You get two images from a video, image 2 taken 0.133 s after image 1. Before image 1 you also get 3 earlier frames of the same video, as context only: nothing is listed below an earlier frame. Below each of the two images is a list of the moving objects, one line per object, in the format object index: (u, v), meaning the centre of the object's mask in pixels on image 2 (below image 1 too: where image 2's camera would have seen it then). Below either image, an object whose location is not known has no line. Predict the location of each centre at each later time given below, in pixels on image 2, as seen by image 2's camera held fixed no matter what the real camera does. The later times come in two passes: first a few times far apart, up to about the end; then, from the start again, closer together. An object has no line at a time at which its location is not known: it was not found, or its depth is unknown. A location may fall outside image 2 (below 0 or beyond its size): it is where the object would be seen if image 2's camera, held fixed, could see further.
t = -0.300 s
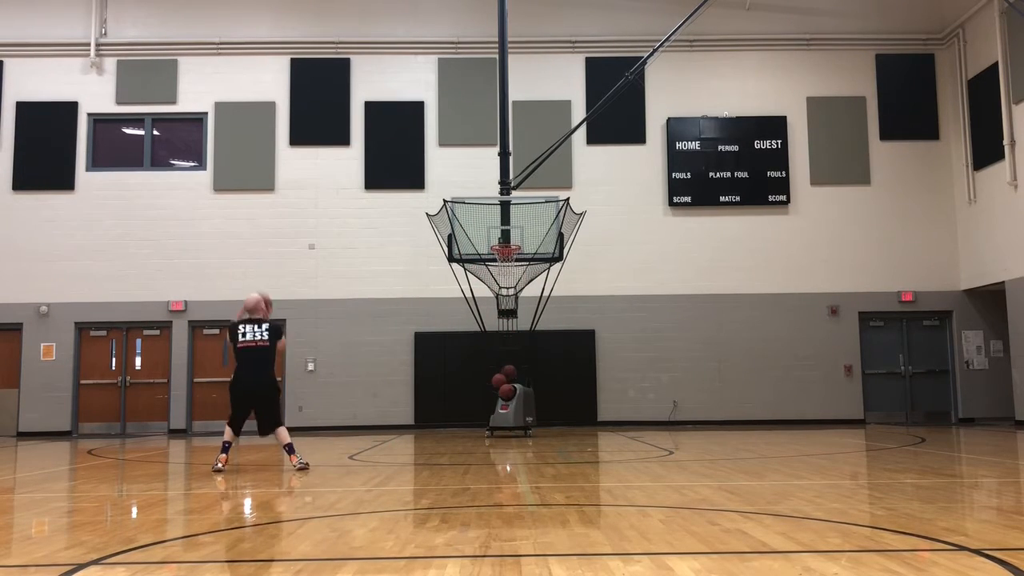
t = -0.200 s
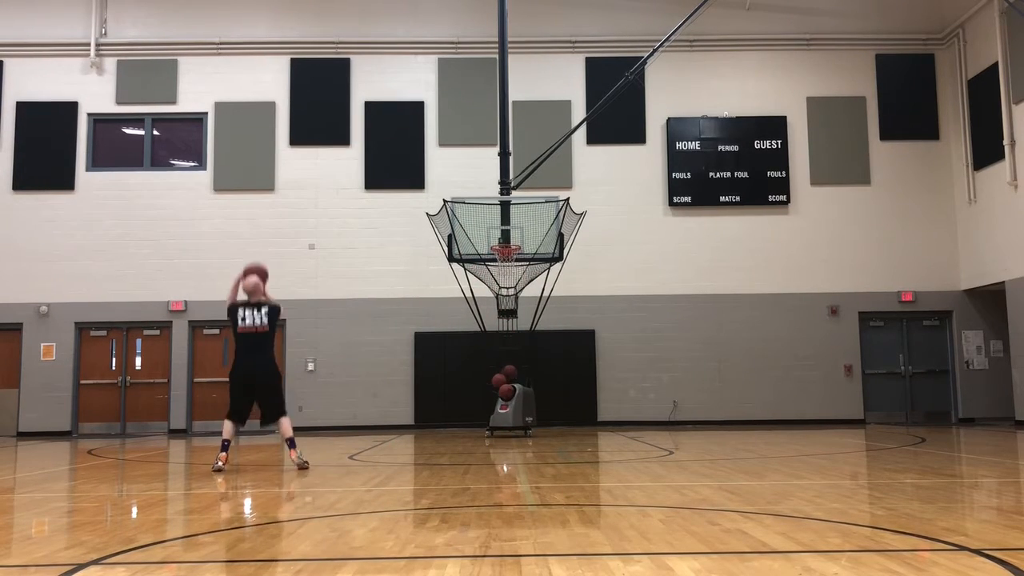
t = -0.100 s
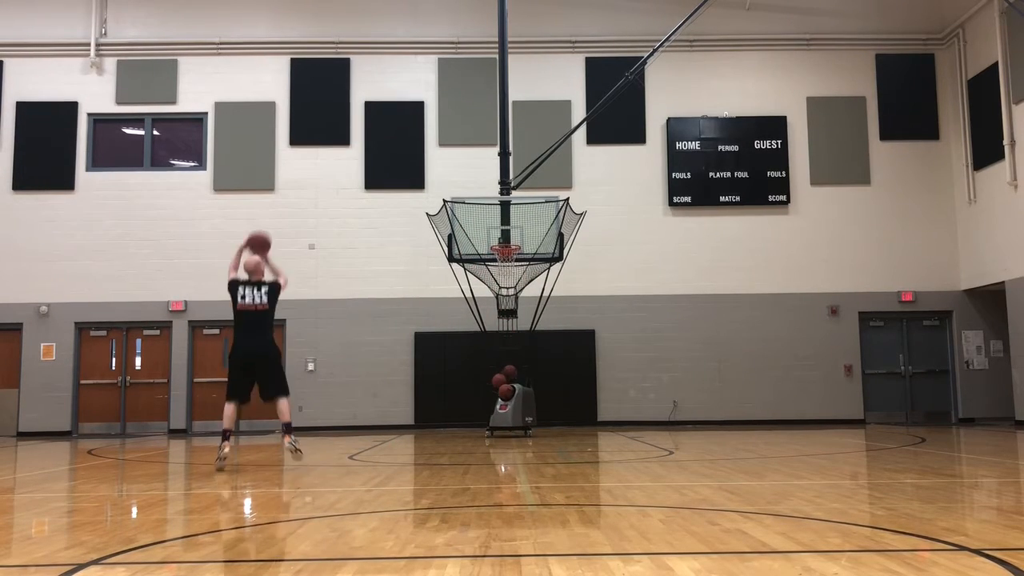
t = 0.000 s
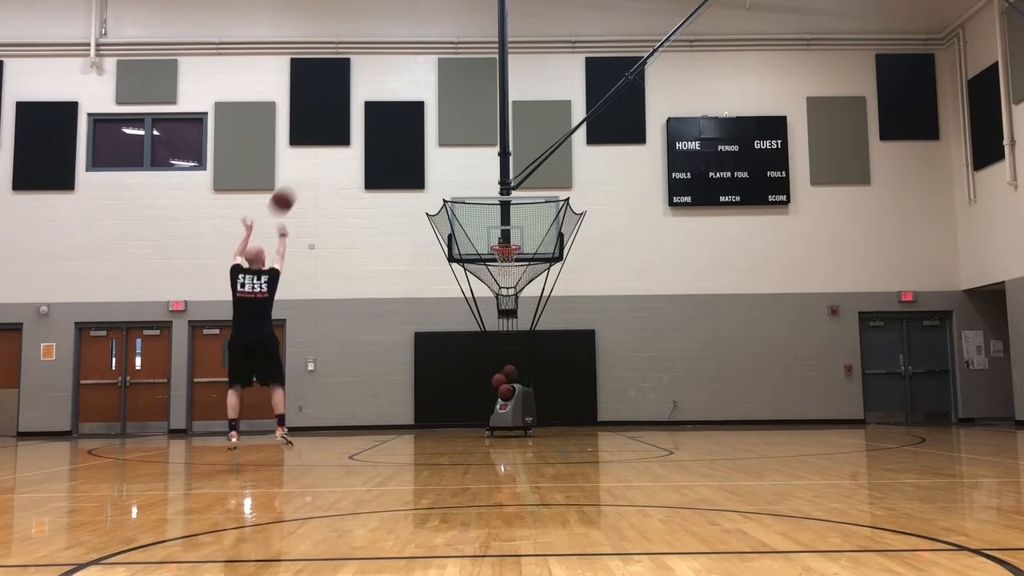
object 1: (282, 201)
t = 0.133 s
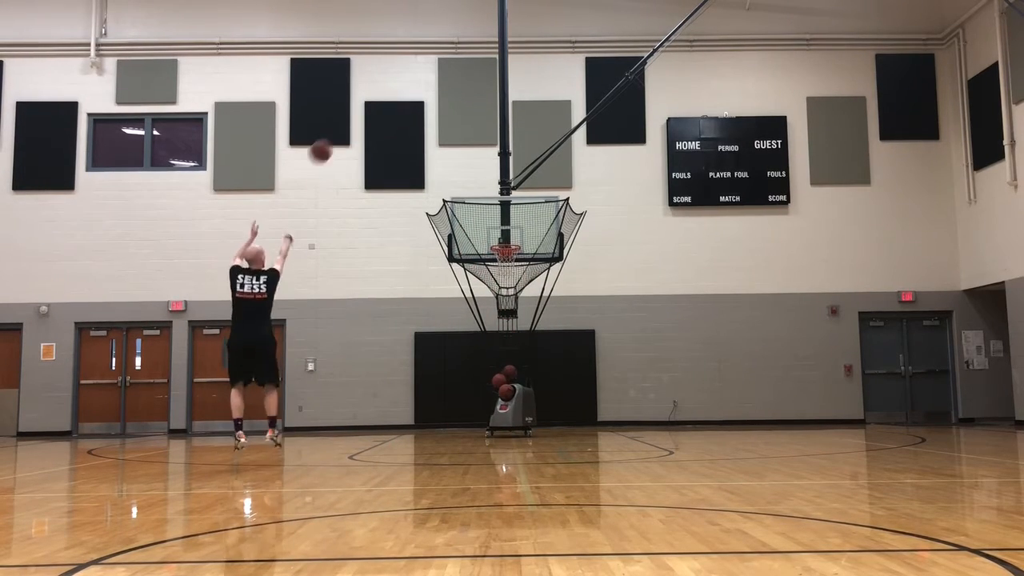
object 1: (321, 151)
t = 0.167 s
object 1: (330, 141)
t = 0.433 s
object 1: (390, 108)
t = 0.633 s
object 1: (426, 116)
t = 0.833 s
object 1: (459, 149)
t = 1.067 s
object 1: (492, 211)
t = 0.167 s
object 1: (330, 141)
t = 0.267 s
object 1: (353, 122)
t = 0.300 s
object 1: (361, 117)
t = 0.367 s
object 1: (375, 111)
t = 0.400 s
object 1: (383, 109)
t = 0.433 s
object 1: (390, 108)
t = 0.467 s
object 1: (396, 107)
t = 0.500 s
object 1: (403, 107)
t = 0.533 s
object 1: (409, 109)
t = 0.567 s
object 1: (414, 110)
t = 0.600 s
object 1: (420, 112)
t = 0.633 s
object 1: (426, 116)
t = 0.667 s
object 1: (432, 120)
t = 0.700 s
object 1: (438, 124)
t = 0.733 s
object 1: (443, 130)
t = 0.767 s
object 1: (449, 135)
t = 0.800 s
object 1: (454, 142)
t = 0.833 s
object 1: (459, 149)
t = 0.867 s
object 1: (464, 156)
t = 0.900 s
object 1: (469, 164)
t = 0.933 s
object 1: (474, 172)
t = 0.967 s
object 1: (478, 181)
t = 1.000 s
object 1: (483, 190)
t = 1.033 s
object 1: (488, 199)
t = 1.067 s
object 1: (492, 211)
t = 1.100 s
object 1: (497, 222)
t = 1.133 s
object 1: (500, 231)
